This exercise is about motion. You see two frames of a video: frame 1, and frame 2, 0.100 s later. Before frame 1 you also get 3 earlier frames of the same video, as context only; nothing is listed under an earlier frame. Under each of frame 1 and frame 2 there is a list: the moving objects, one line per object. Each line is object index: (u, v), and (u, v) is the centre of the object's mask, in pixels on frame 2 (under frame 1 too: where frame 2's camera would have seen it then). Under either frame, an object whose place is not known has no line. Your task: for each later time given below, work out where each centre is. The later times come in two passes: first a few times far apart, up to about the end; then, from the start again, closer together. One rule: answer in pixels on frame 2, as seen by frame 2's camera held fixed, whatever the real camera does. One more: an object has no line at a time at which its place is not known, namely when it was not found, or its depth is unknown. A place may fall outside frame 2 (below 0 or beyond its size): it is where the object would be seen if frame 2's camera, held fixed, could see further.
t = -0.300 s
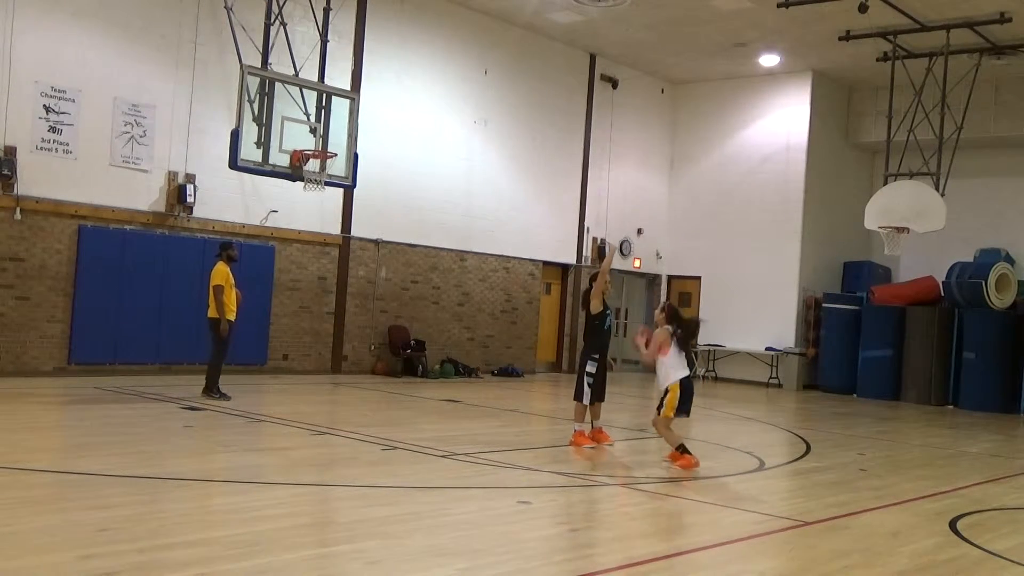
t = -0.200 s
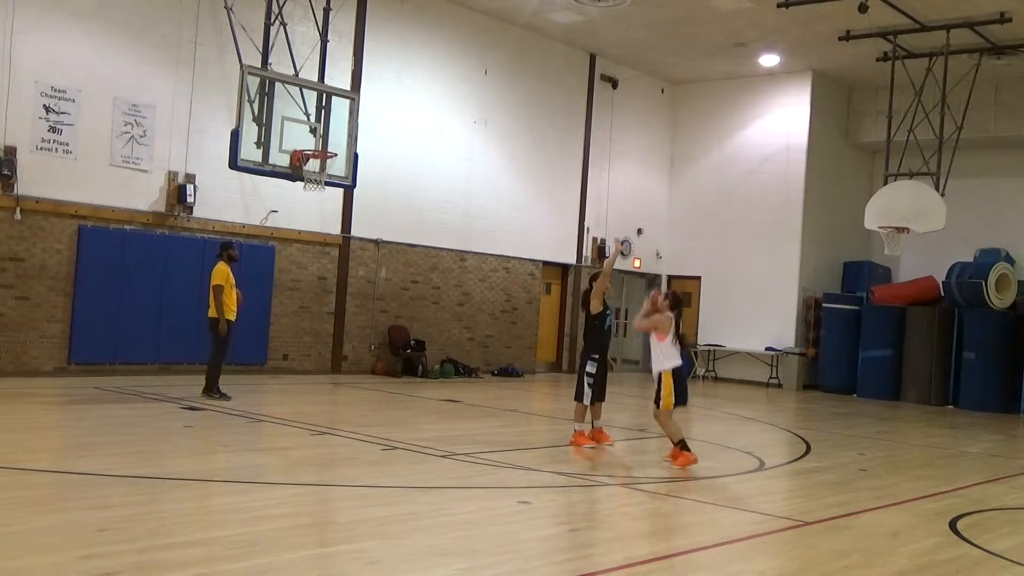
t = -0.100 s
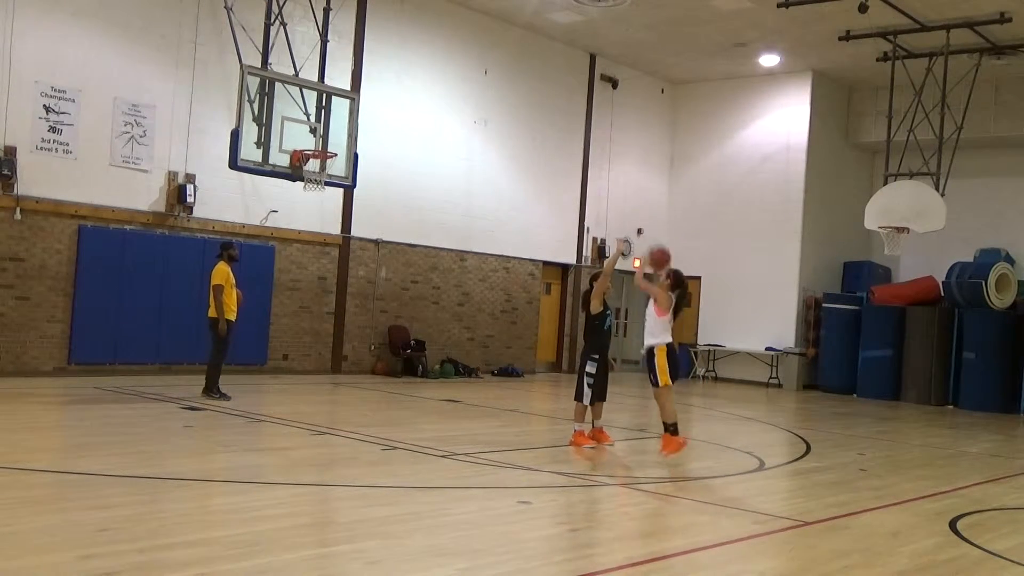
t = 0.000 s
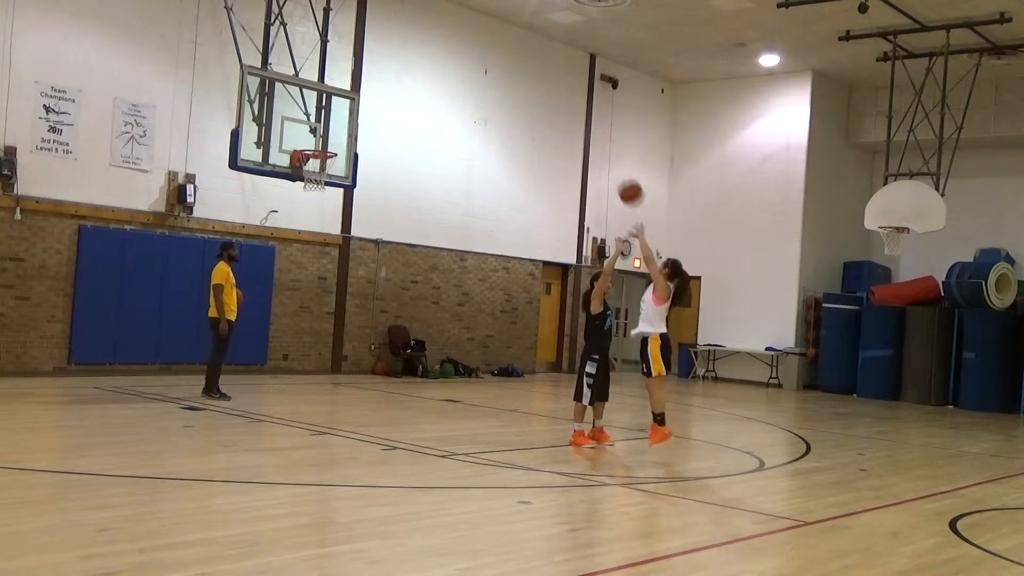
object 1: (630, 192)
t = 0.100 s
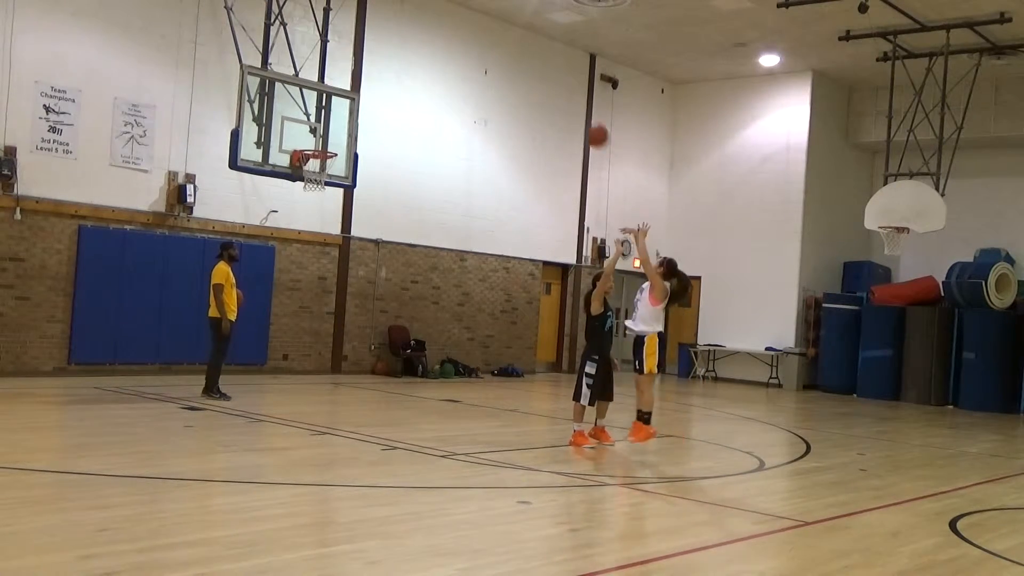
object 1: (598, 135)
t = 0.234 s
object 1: (554, 80)
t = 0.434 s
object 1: (495, 35)
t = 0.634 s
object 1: (439, 29)
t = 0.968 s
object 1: (353, 92)
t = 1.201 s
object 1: (303, 170)
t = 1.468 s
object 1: (312, 182)
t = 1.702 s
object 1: (318, 236)
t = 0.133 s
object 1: (586, 119)
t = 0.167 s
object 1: (575, 105)
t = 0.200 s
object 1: (564, 92)
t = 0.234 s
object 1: (554, 80)
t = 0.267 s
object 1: (544, 69)
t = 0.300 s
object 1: (534, 60)
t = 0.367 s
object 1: (514, 45)
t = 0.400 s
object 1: (504, 39)
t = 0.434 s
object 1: (495, 35)
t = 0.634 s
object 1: (439, 29)
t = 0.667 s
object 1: (431, 31)
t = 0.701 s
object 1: (422, 35)
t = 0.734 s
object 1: (413, 39)
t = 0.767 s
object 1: (404, 44)
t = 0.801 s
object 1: (395, 50)
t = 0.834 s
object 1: (387, 57)
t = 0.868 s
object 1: (378, 64)
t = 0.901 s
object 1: (370, 73)
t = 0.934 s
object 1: (362, 82)
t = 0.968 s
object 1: (353, 92)
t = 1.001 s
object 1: (345, 102)
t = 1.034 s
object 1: (337, 114)
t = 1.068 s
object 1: (329, 127)
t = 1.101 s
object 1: (321, 139)
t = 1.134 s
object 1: (313, 152)
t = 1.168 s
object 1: (306, 164)
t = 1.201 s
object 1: (303, 170)
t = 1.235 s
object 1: (302, 170)
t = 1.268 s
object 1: (303, 170)
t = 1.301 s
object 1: (304, 170)
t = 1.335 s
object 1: (304, 170)
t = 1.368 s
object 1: (305, 171)
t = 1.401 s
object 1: (307, 174)
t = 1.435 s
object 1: (310, 177)
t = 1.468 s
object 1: (312, 182)
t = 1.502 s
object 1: (313, 187)
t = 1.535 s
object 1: (314, 193)
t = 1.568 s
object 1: (315, 200)
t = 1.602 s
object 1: (316, 207)
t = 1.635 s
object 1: (317, 216)
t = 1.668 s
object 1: (317, 225)
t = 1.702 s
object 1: (318, 236)
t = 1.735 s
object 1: (318, 247)
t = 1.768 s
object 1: (319, 259)
